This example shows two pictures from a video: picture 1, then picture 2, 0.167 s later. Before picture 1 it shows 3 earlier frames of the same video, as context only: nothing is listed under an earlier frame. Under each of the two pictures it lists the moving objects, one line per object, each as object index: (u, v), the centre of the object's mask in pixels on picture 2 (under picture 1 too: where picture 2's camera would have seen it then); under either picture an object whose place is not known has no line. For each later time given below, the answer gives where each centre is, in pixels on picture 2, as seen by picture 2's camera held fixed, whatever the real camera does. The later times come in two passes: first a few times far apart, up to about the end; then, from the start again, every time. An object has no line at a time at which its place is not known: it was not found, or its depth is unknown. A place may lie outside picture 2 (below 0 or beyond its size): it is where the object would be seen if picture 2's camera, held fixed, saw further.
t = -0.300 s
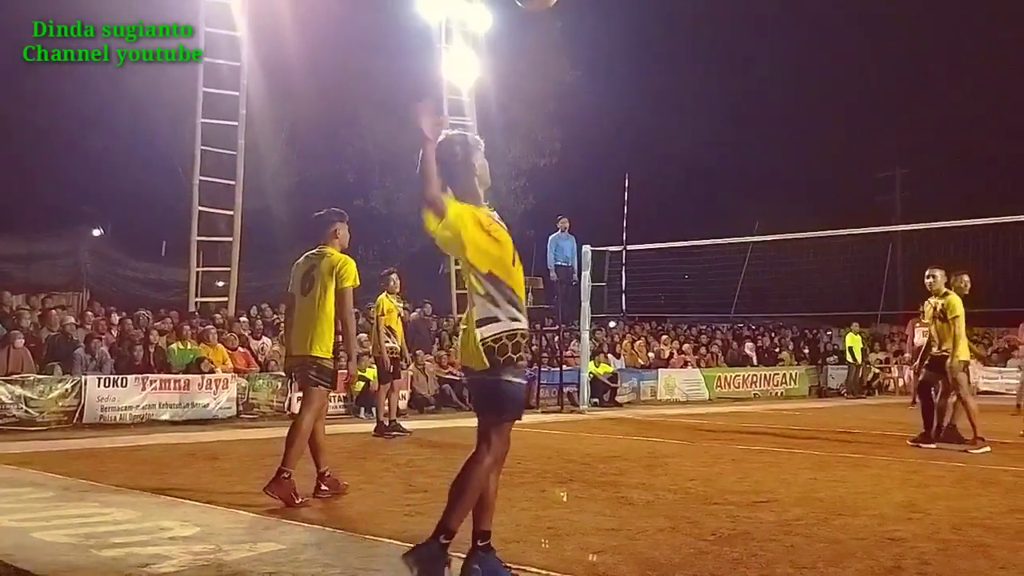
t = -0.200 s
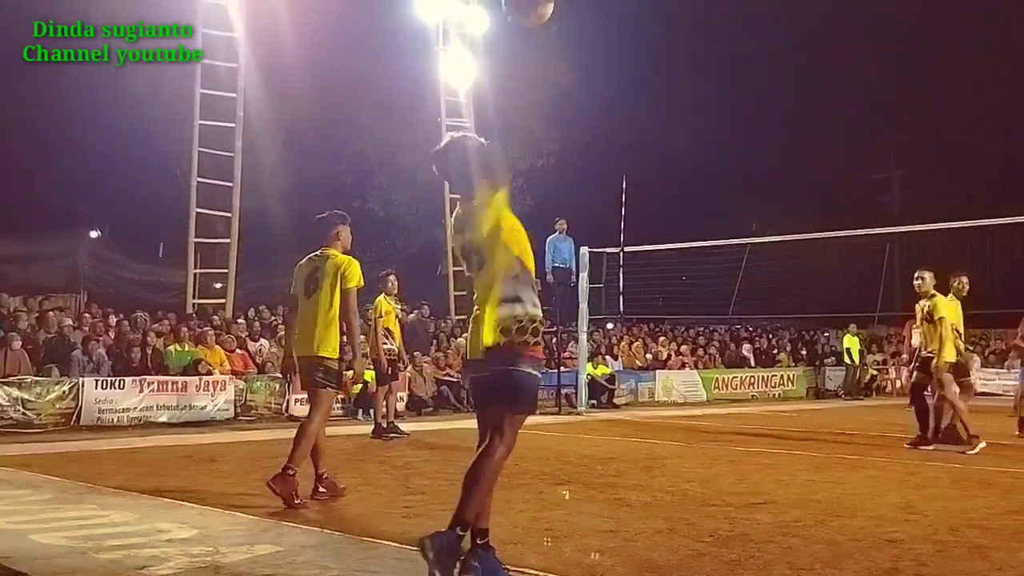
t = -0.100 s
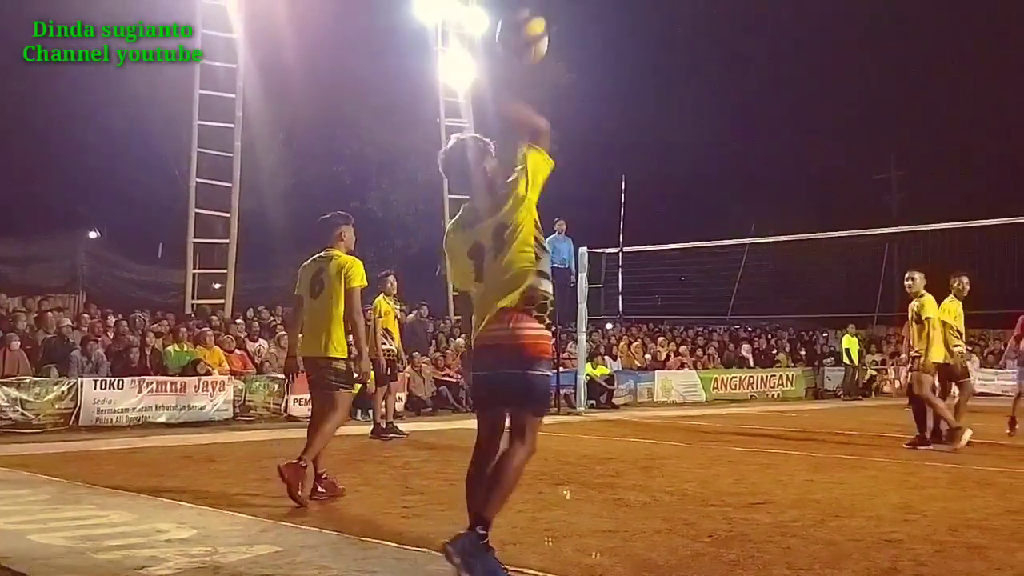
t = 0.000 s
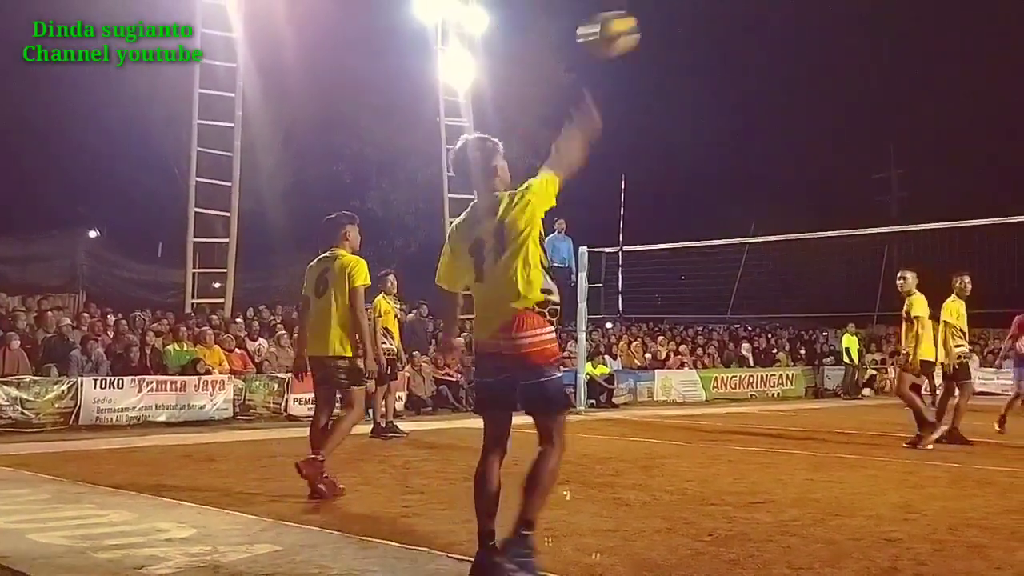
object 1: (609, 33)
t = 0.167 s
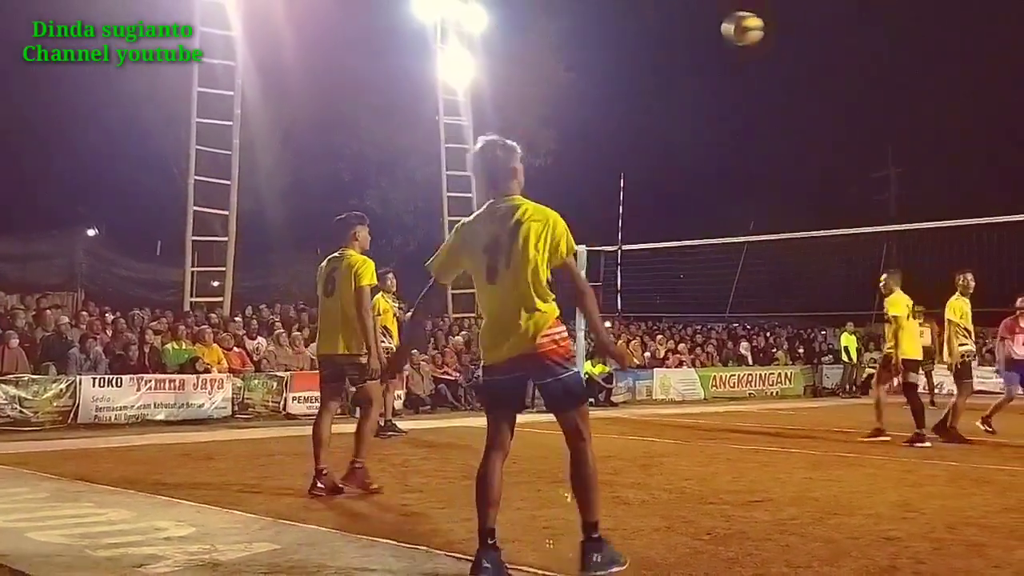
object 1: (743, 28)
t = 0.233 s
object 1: (779, 37)
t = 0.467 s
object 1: (861, 92)
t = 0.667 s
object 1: (899, 158)
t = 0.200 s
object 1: (762, 32)
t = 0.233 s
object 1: (779, 37)
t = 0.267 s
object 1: (795, 43)
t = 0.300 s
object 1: (809, 50)
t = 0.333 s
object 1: (821, 57)
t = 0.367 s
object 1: (832, 65)
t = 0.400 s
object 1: (842, 74)
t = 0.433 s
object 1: (852, 83)
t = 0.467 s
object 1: (861, 92)
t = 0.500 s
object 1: (869, 102)
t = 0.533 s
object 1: (876, 112)
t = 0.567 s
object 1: (883, 123)
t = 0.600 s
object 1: (889, 134)
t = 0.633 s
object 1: (894, 146)
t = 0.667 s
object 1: (899, 158)
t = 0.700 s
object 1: (904, 170)
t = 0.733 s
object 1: (908, 184)
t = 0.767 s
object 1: (911, 197)
